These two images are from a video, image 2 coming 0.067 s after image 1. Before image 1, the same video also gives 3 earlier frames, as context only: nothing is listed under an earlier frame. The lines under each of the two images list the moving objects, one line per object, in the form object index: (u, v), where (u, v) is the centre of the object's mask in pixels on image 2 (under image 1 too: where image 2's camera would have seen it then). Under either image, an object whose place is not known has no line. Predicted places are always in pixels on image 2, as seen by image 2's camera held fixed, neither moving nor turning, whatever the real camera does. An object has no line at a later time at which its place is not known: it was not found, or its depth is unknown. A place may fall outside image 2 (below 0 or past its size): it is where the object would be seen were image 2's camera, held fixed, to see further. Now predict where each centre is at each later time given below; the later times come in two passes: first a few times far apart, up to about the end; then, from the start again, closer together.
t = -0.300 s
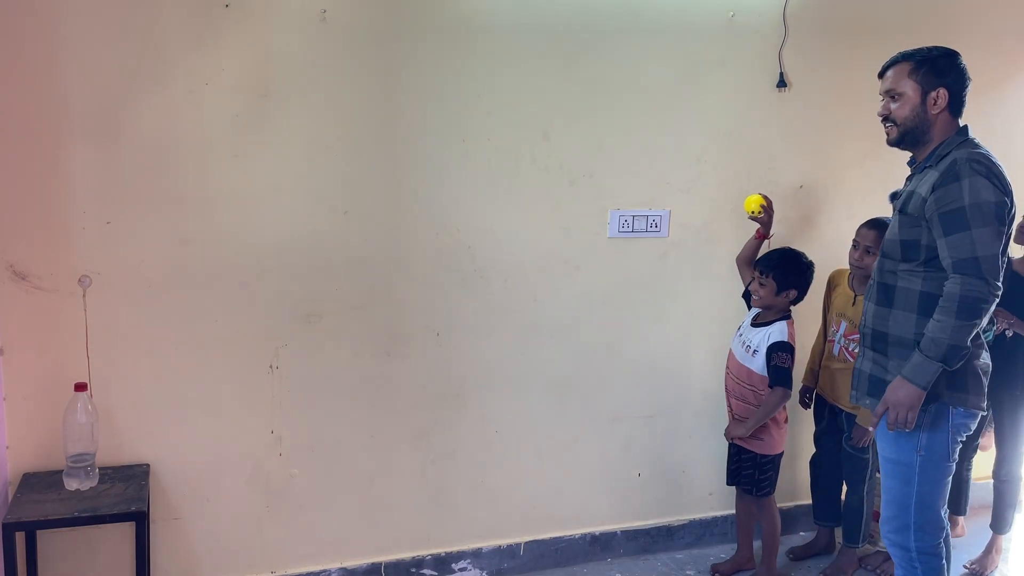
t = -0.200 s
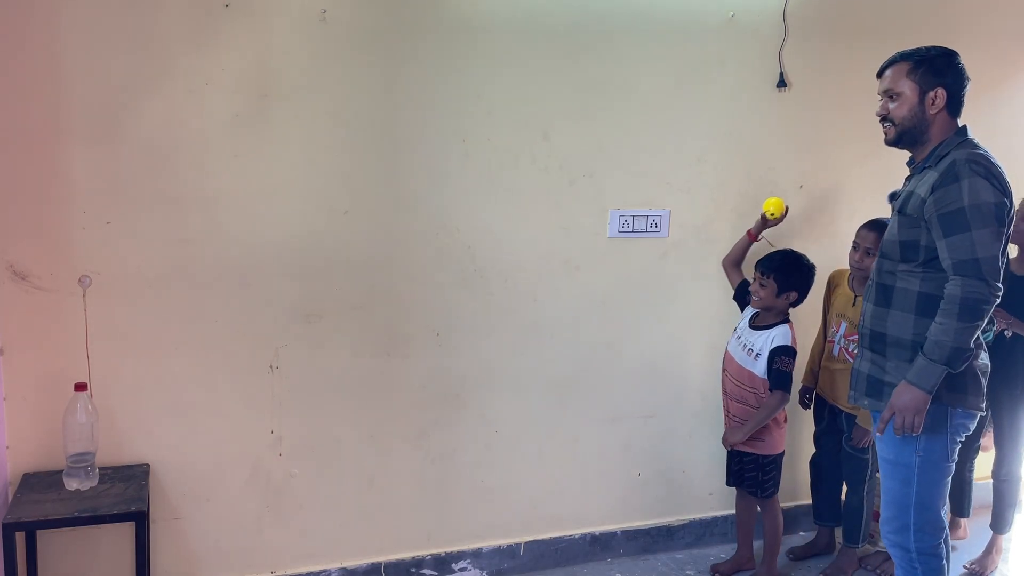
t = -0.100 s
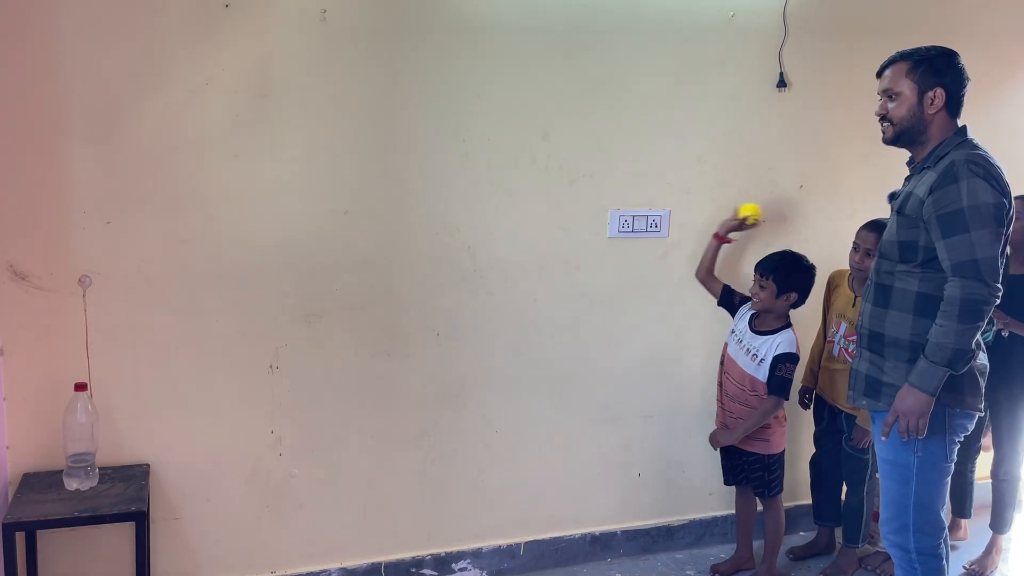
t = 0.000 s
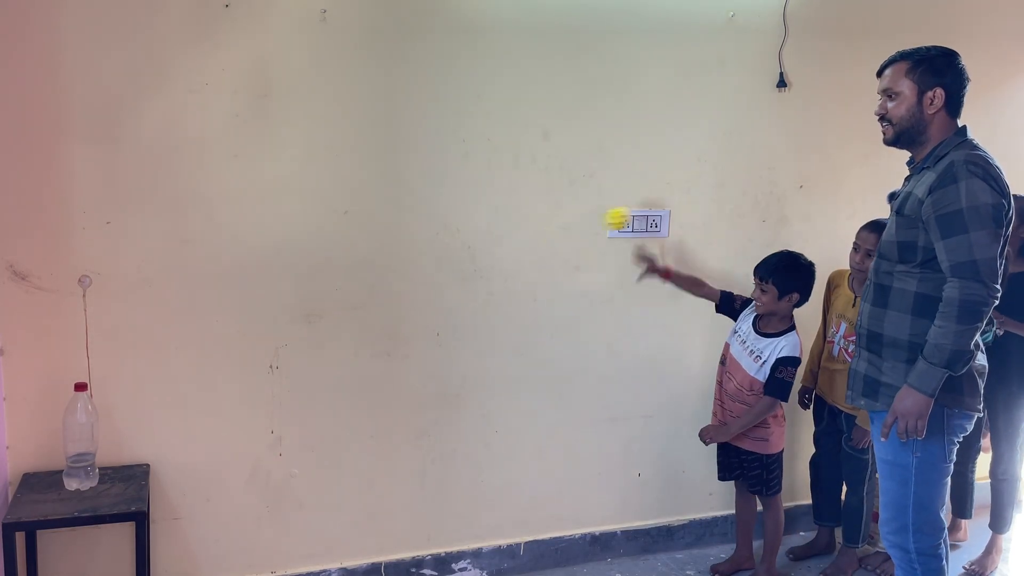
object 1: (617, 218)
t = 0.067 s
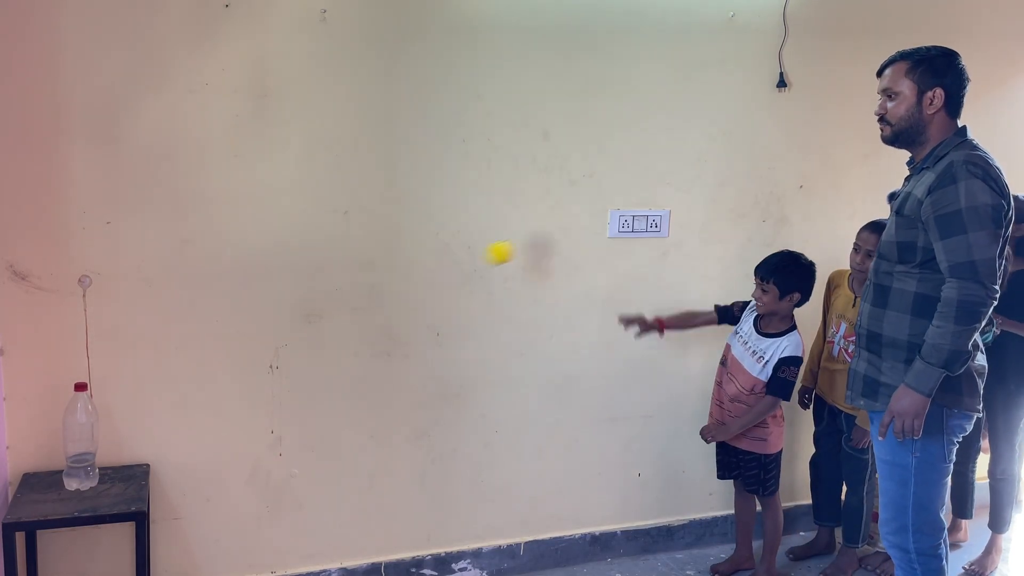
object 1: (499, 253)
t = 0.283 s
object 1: (42, 493)
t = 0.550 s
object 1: (220, 308)
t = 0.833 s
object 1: (445, 396)
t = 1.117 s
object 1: (594, 570)
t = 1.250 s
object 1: (612, 500)
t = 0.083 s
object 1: (469, 263)
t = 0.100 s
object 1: (438, 275)
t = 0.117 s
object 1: (406, 288)
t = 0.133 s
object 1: (373, 303)
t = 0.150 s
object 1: (340, 319)
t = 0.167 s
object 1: (306, 336)
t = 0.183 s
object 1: (270, 355)
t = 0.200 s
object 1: (234, 375)
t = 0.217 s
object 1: (197, 397)
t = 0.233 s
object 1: (158, 421)
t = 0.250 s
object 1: (120, 444)
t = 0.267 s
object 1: (81, 470)
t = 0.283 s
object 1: (42, 493)
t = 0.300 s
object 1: (21, 478)
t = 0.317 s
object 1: (9, 461)
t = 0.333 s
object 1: (20, 443)
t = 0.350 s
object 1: (36, 425)
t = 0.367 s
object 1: (51, 410)
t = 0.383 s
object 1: (68, 395)
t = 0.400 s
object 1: (84, 380)
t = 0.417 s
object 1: (99, 368)
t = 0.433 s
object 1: (115, 357)
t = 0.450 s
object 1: (130, 346)
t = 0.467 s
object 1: (146, 337)
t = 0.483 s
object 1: (161, 328)
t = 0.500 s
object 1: (175, 322)
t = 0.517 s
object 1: (190, 316)
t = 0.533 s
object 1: (206, 311)
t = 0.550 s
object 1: (220, 308)
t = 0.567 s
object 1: (234, 305)
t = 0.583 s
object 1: (250, 303)
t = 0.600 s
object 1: (263, 303)
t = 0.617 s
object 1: (278, 303)
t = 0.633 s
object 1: (292, 305)
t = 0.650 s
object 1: (305, 308)
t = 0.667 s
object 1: (319, 311)
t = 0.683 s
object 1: (333, 316)
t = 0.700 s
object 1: (346, 321)
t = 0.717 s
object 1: (359, 328)
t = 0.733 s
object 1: (373, 335)
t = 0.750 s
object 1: (385, 343)
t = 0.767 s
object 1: (397, 351)
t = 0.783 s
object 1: (409, 362)
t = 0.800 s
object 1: (421, 372)
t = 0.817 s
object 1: (433, 384)
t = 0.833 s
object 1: (445, 396)
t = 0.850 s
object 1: (456, 409)
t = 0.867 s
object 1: (467, 422)
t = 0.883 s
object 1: (479, 437)
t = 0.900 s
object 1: (490, 452)
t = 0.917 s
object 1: (501, 468)
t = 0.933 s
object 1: (511, 484)
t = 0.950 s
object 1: (521, 501)
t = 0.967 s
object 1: (532, 519)
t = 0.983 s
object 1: (542, 538)
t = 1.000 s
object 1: (552, 556)
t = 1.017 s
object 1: (560, 569)
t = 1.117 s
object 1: (594, 570)
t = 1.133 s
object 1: (597, 564)
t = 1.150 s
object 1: (599, 552)
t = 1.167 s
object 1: (601, 542)
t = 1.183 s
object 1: (604, 533)
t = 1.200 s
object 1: (606, 523)
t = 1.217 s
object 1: (608, 514)
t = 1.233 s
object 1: (610, 507)
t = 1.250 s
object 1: (612, 500)
